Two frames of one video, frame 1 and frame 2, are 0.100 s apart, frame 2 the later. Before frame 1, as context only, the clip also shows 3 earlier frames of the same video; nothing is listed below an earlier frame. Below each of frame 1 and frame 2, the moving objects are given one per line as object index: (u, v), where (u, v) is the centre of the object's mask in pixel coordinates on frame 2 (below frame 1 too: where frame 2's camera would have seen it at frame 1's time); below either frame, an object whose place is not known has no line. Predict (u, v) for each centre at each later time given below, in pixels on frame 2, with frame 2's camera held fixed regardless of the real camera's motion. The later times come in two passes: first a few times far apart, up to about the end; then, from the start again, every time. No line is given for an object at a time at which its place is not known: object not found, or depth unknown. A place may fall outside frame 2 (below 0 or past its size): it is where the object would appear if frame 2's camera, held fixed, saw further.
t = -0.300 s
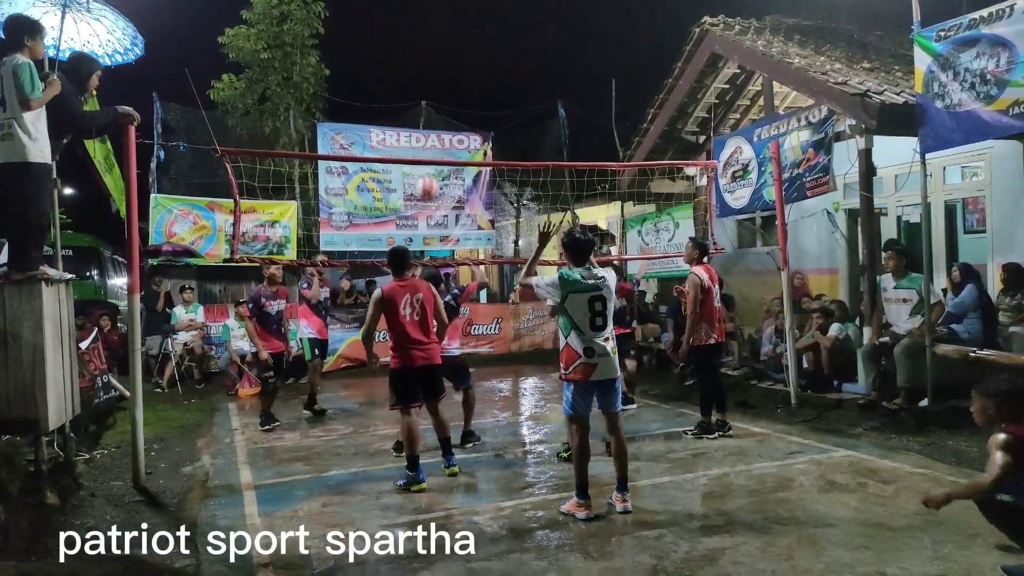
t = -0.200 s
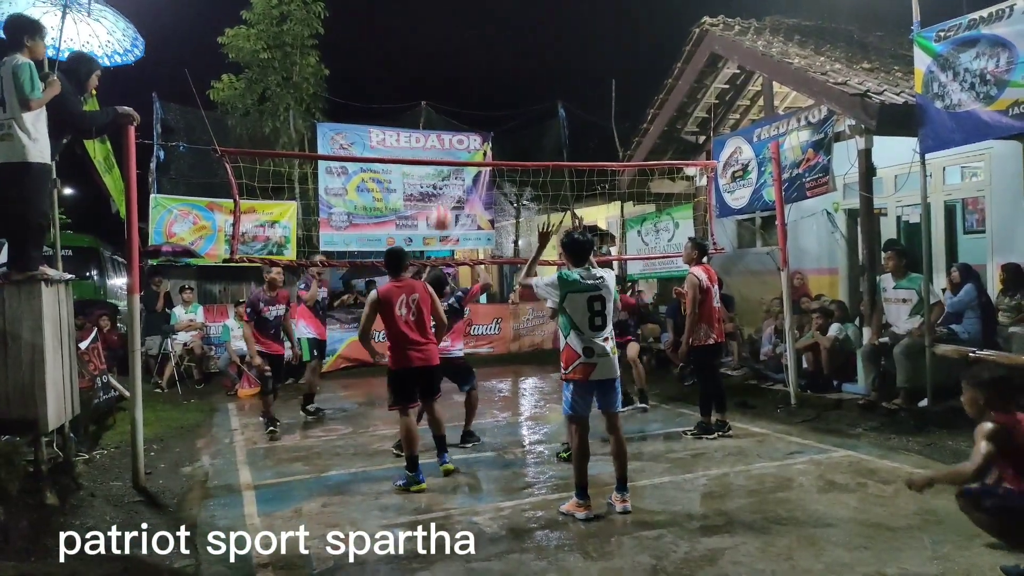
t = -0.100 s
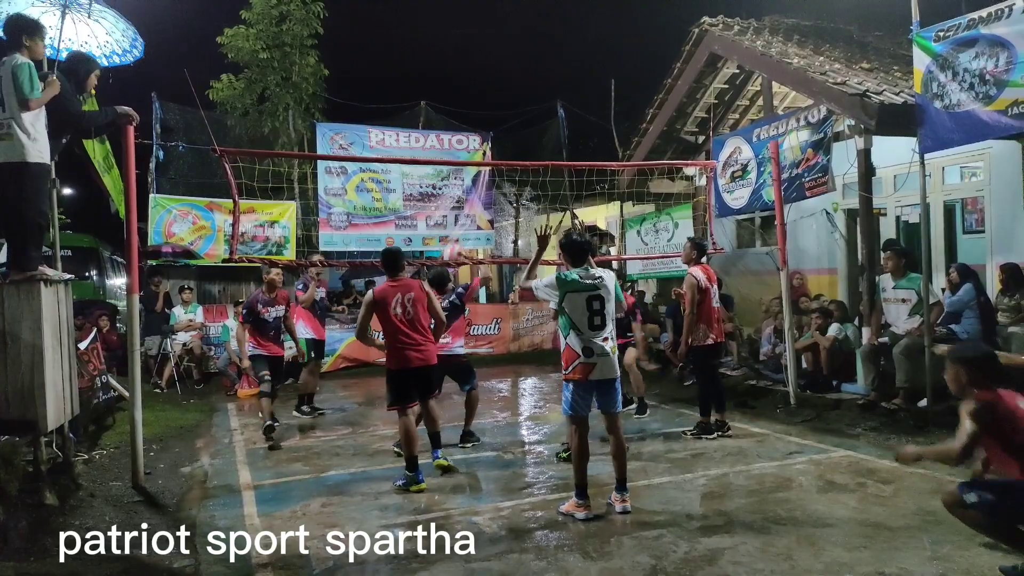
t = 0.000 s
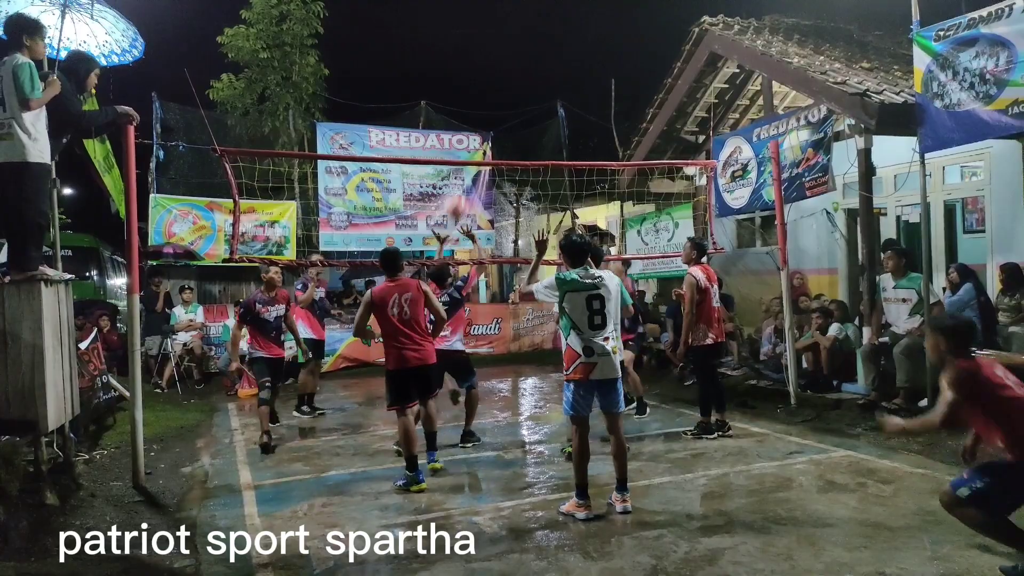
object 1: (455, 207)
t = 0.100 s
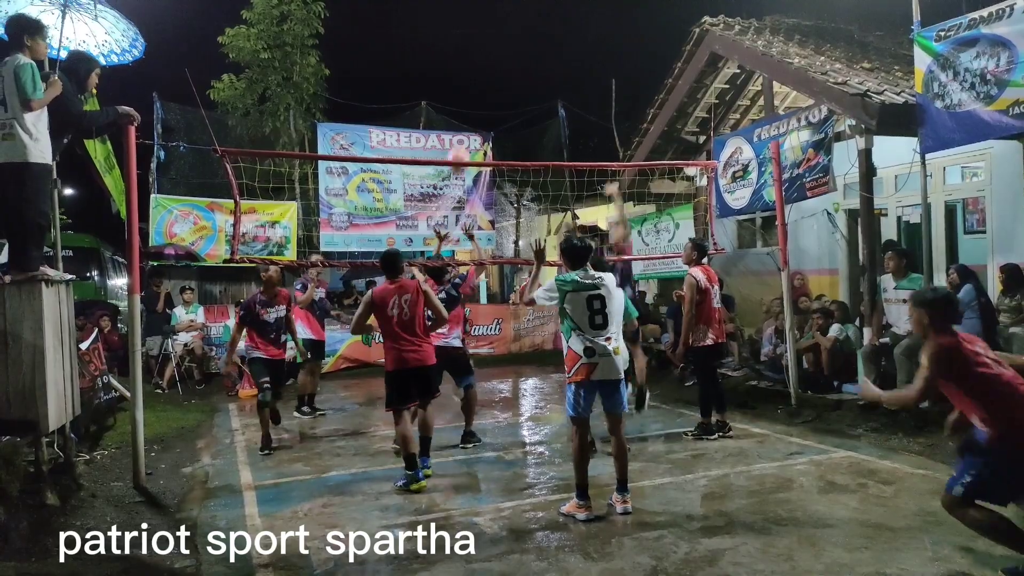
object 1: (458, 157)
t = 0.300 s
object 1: (463, 98)
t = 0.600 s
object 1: (475, 88)
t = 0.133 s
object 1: (459, 144)
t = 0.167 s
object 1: (460, 132)
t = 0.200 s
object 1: (461, 122)
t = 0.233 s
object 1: (461, 113)
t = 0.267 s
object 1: (462, 105)
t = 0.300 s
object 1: (463, 98)
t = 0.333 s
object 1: (464, 92)
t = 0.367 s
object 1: (465, 87)
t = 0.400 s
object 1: (467, 84)
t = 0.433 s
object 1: (468, 81)
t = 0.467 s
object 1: (469, 80)
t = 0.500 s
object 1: (471, 80)
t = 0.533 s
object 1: (472, 82)
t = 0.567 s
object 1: (474, 84)
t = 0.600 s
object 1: (475, 88)
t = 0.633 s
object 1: (477, 93)
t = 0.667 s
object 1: (478, 99)
